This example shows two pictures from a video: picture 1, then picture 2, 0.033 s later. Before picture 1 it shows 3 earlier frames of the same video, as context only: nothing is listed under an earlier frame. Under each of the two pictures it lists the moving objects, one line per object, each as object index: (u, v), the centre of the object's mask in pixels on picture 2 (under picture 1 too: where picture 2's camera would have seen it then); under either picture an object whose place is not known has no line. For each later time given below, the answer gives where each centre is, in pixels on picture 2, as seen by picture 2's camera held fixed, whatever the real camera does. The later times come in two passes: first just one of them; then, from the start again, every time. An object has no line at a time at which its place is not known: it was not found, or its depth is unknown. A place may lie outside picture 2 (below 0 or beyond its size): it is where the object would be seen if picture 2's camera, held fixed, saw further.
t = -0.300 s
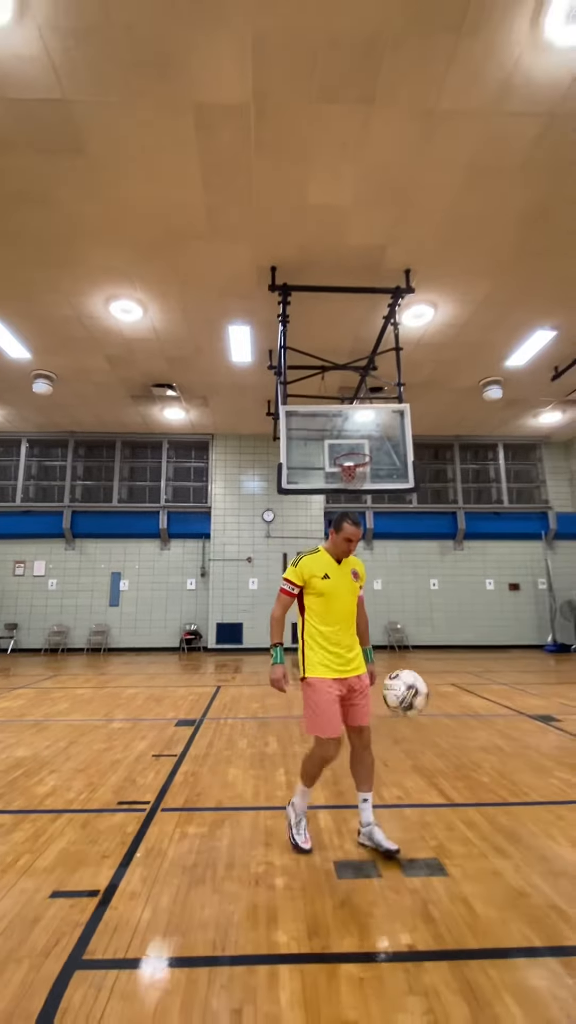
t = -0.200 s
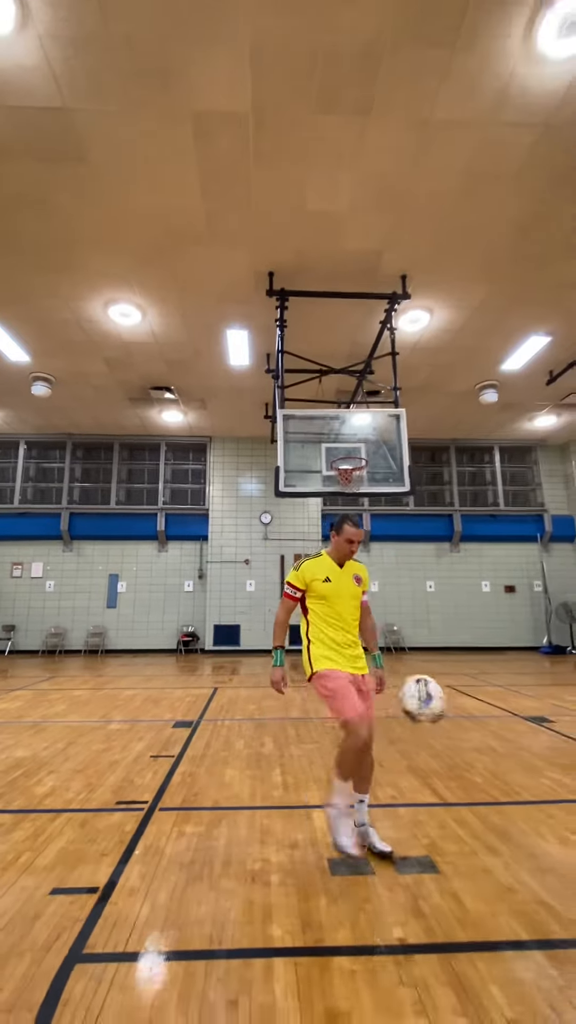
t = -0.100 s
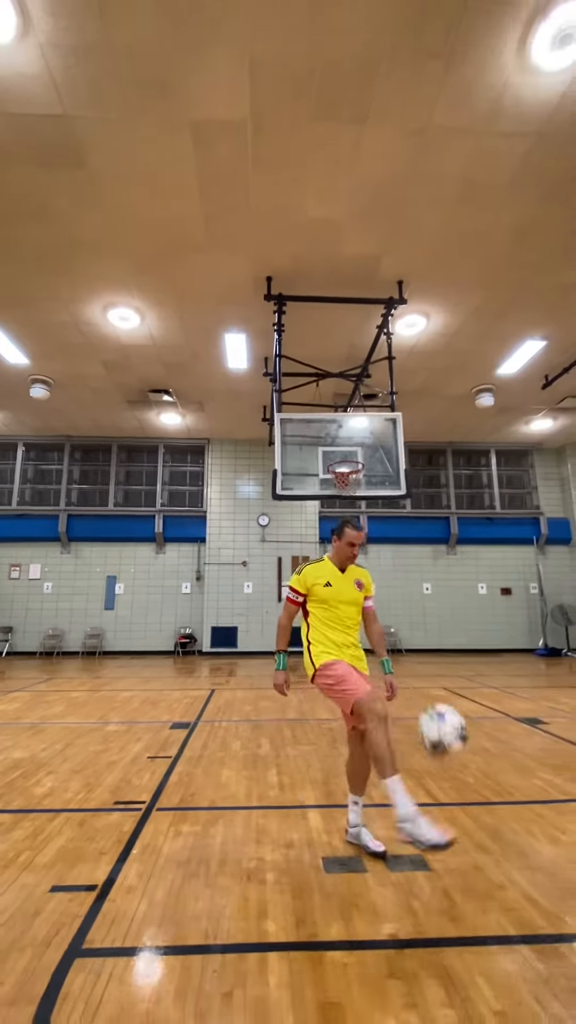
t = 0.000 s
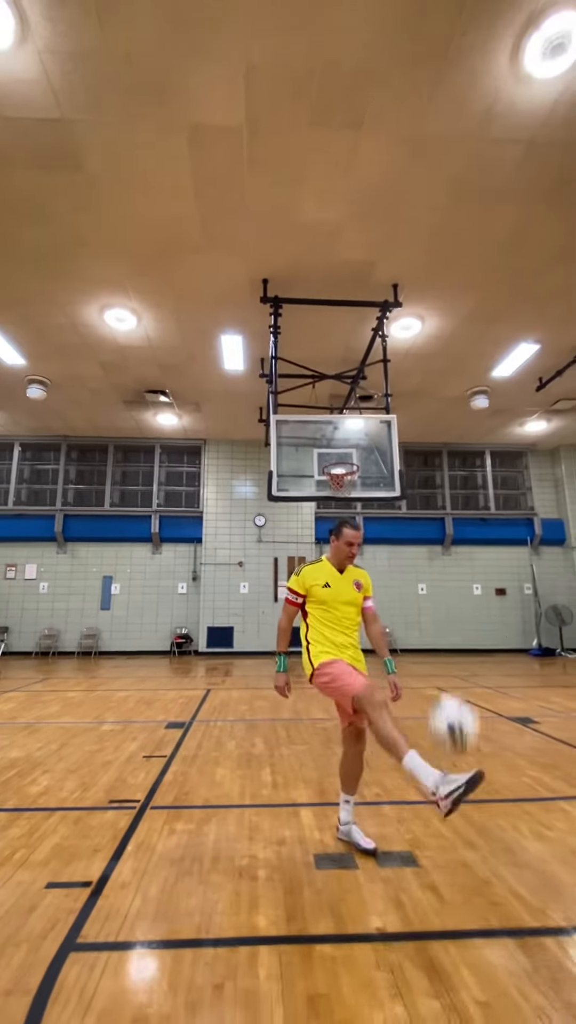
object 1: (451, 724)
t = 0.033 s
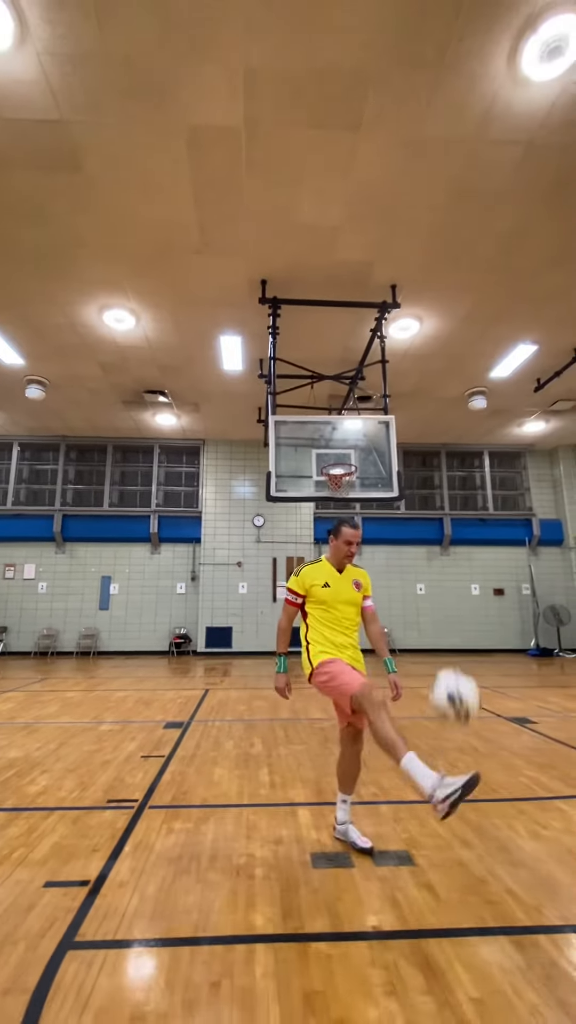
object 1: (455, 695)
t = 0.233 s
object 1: (473, 601)
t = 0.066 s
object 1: (458, 673)
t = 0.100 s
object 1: (461, 652)
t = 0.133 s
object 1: (465, 635)
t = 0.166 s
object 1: (470, 621)
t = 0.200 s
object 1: (474, 609)
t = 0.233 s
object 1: (473, 601)
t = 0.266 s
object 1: (477, 595)
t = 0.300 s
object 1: (482, 591)
